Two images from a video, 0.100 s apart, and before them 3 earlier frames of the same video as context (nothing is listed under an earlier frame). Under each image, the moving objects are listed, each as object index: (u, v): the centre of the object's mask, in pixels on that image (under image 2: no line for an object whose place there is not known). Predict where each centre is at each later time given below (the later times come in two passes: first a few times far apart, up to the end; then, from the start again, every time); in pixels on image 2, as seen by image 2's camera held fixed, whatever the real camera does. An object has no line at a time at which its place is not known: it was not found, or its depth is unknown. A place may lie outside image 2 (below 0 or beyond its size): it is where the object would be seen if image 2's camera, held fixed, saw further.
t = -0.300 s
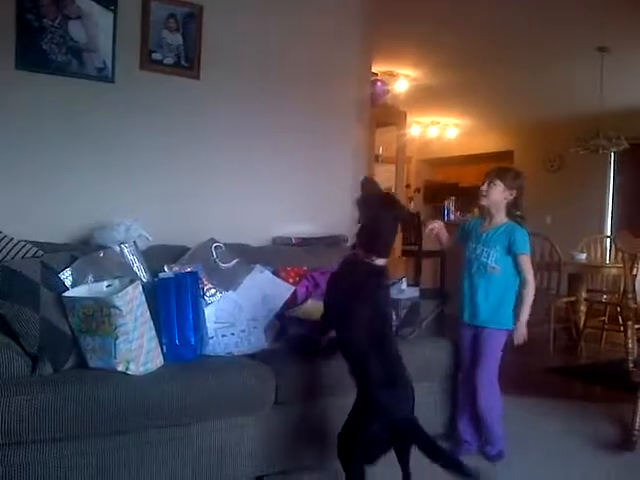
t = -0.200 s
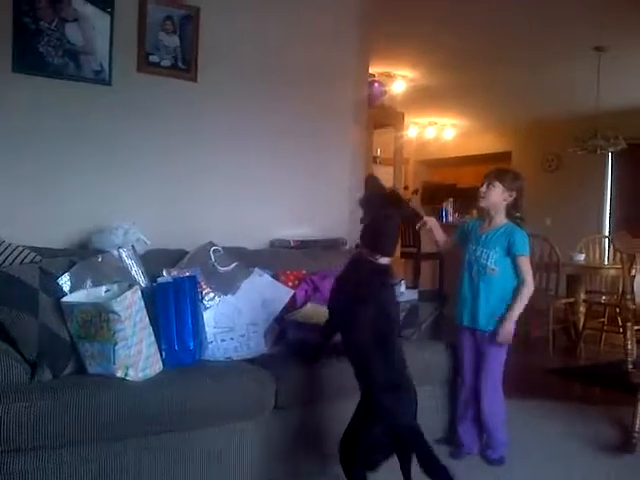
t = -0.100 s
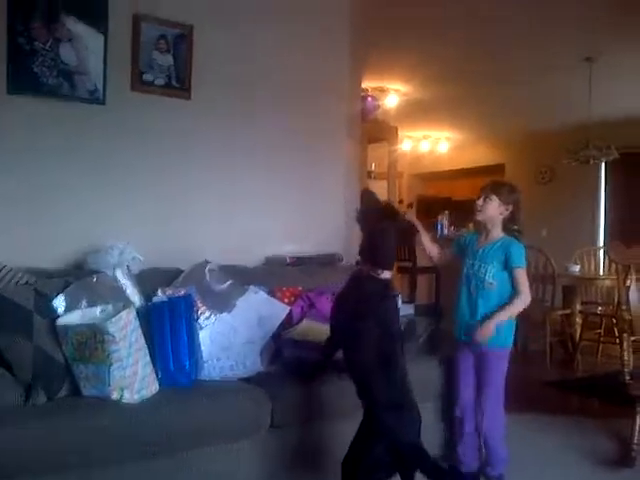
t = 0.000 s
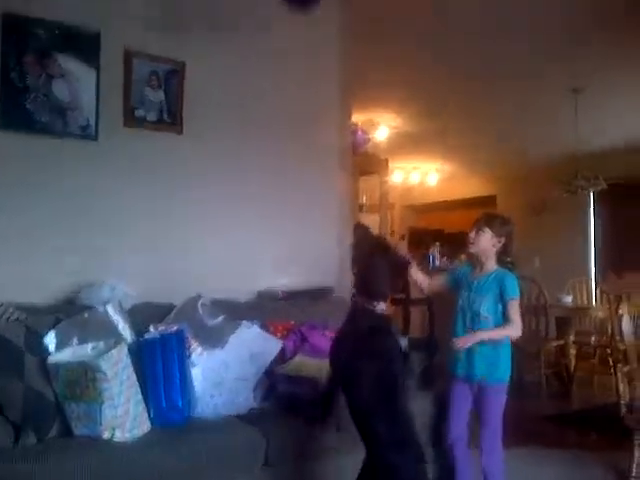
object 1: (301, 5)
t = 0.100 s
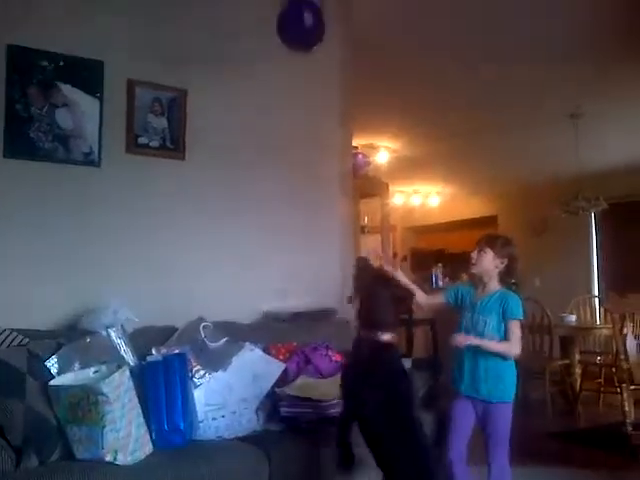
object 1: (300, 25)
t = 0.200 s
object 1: (300, 38)
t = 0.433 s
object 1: (297, 65)
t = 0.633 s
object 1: (297, 94)
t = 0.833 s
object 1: (293, 122)
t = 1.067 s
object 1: (289, 154)
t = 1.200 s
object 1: (285, 174)
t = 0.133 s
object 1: (300, 30)
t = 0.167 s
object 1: (300, 34)
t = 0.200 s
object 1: (300, 38)
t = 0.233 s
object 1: (299, 42)
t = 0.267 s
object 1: (299, 45)
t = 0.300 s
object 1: (298, 49)
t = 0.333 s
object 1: (298, 51)
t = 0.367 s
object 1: (297, 54)
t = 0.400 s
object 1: (297, 60)
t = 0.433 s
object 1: (297, 65)
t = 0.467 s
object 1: (297, 70)
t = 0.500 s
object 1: (297, 75)
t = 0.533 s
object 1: (297, 80)
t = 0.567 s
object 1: (297, 85)
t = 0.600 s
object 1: (297, 89)
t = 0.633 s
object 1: (297, 94)
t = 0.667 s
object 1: (296, 99)
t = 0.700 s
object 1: (296, 103)
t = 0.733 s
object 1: (295, 108)
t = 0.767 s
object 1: (295, 112)
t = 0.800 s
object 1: (294, 117)
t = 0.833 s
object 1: (293, 122)
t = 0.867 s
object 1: (293, 126)
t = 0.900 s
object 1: (293, 131)
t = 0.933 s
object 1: (292, 136)
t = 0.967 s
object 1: (291, 141)
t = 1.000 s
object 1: (291, 145)
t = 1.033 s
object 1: (289, 150)
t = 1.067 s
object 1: (289, 154)
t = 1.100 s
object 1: (288, 159)
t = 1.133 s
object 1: (287, 164)
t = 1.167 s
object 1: (287, 169)
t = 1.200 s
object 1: (285, 174)
